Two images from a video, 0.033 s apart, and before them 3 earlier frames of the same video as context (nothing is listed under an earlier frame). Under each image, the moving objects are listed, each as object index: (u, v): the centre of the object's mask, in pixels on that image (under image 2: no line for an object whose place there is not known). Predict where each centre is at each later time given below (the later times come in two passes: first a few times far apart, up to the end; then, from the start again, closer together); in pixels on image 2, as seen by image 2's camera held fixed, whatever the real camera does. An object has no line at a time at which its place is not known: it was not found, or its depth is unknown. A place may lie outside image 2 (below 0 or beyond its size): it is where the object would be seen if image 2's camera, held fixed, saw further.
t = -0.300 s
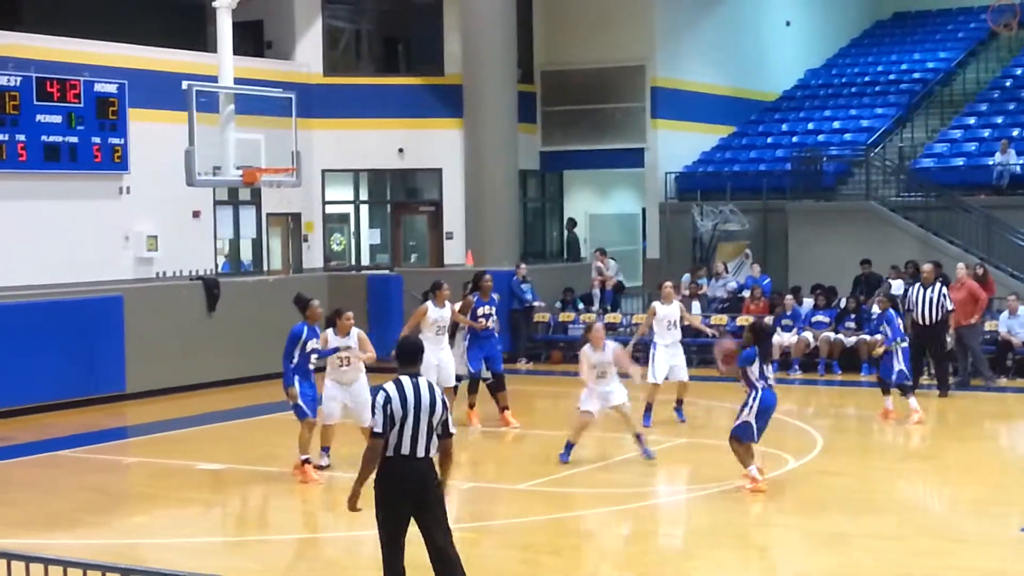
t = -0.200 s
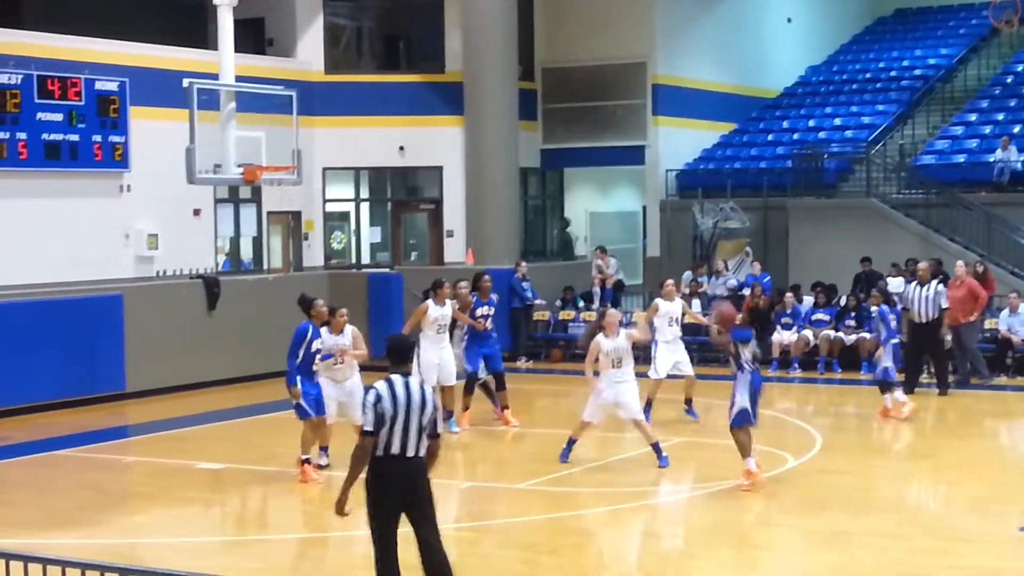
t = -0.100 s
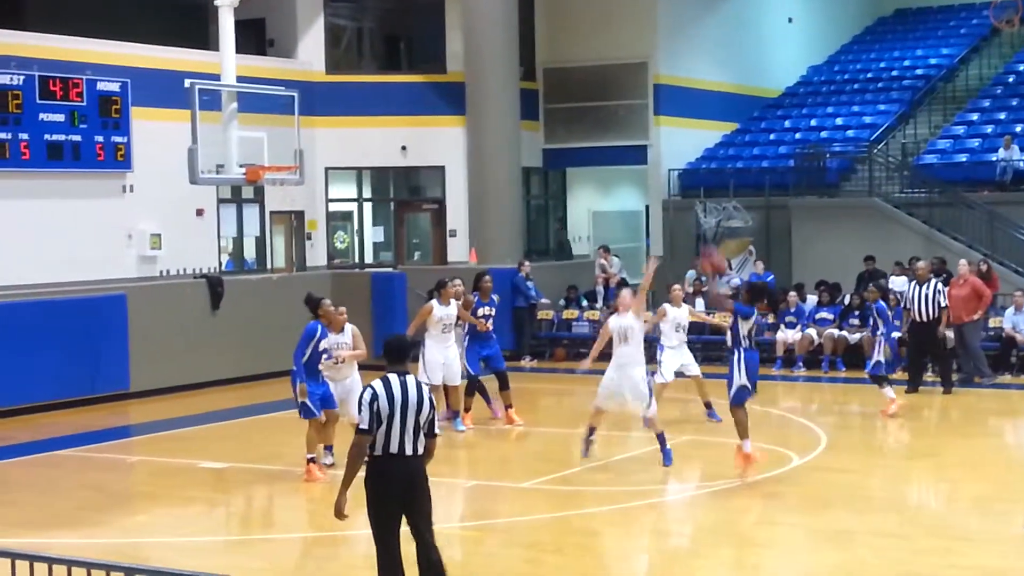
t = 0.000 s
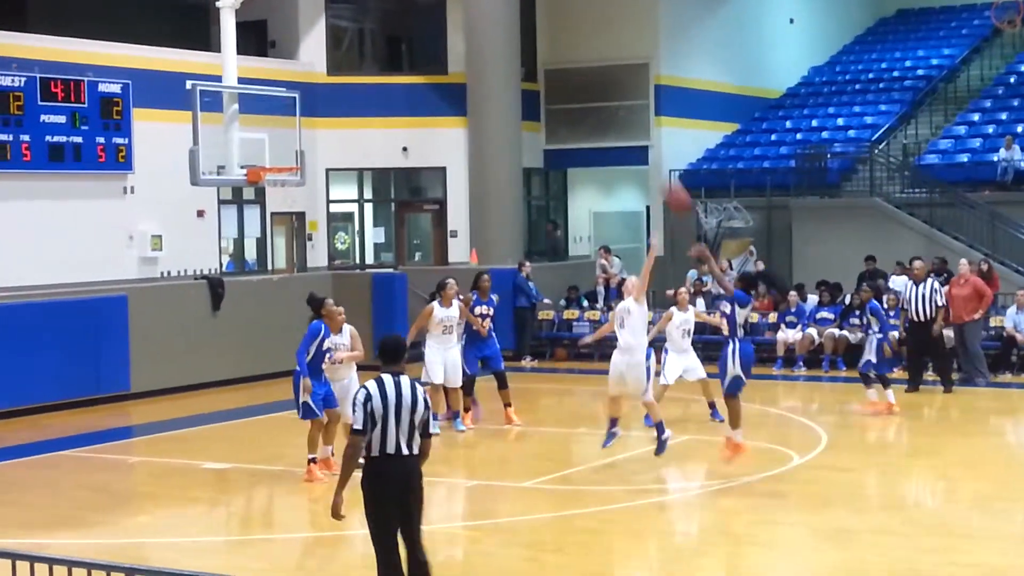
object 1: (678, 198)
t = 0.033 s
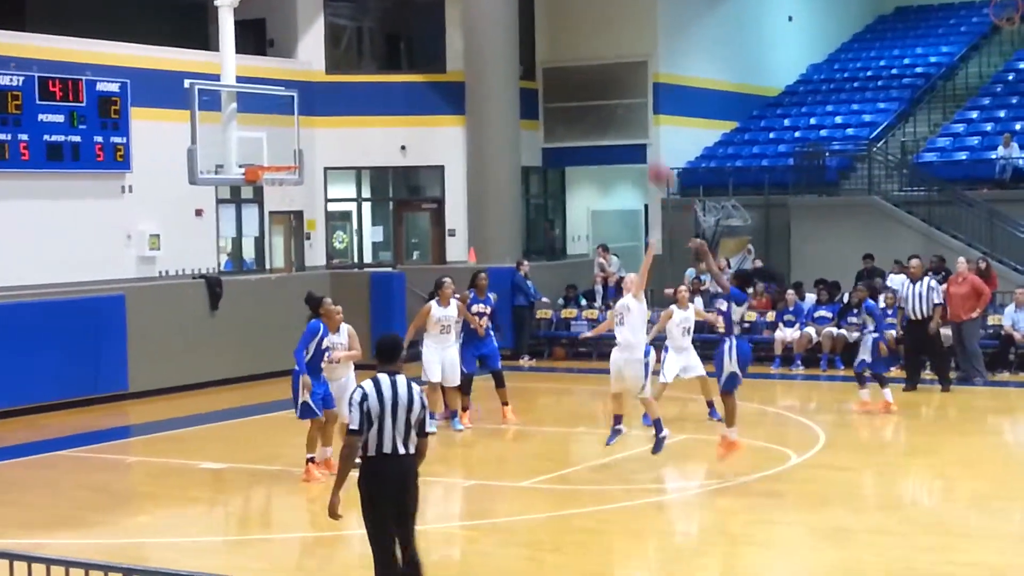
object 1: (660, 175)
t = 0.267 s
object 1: (570, 67)
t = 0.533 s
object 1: (473, 15)
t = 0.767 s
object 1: (399, 25)
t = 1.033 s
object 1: (319, 95)
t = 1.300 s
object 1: (269, 198)
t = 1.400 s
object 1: (264, 228)
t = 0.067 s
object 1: (647, 156)
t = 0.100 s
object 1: (635, 136)
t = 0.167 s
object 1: (607, 105)
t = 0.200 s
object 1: (593, 89)
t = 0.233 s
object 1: (581, 77)
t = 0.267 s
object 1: (570, 67)
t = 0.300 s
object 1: (556, 57)
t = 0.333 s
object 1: (543, 46)
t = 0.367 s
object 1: (531, 38)
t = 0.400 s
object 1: (520, 33)
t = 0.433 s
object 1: (508, 26)
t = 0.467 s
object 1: (497, 21)
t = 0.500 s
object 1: (485, 18)
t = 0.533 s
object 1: (473, 15)
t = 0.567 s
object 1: (461, 14)
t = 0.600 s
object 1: (449, 13)
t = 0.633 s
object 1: (439, 14)
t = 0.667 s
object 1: (430, 15)
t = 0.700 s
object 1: (419, 17)
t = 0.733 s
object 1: (409, 21)
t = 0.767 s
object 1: (399, 25)
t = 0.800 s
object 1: (388, 31)
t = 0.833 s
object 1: (377, 38)
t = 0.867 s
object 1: (368, 44)
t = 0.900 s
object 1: (358, 53)
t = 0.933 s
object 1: (348, 62)
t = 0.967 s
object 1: (340, 72)
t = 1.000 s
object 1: (328, 85)
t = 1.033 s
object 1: (319, 95)
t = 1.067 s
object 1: (311, 108)
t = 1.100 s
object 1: (302, 124)
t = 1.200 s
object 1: (276, 176)
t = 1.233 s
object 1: (269, 185)
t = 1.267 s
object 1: (269, 190)
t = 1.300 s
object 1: (269, 198)
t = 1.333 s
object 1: (267, 206)
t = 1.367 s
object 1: (266, 217)
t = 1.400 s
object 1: (264, 228)
